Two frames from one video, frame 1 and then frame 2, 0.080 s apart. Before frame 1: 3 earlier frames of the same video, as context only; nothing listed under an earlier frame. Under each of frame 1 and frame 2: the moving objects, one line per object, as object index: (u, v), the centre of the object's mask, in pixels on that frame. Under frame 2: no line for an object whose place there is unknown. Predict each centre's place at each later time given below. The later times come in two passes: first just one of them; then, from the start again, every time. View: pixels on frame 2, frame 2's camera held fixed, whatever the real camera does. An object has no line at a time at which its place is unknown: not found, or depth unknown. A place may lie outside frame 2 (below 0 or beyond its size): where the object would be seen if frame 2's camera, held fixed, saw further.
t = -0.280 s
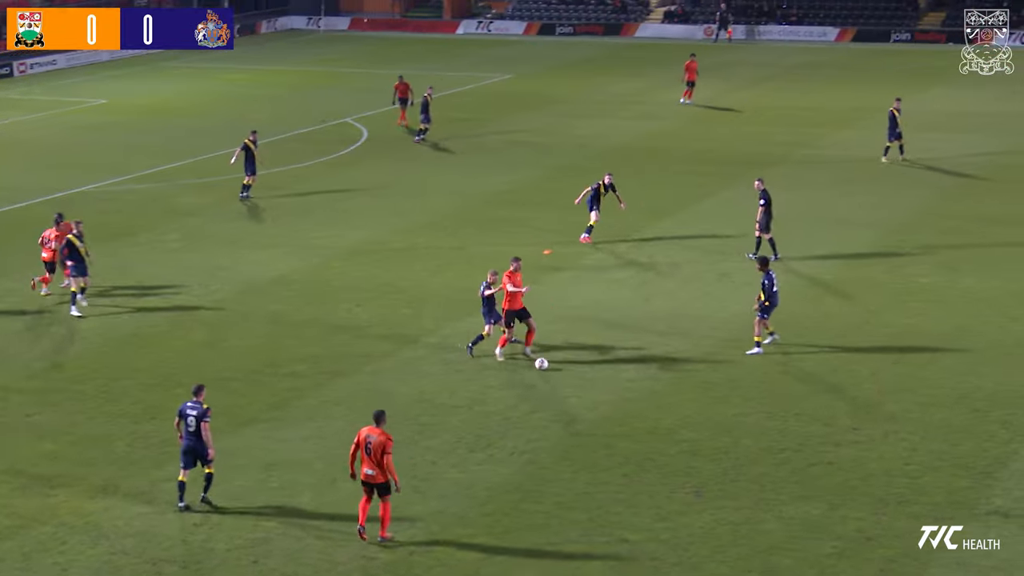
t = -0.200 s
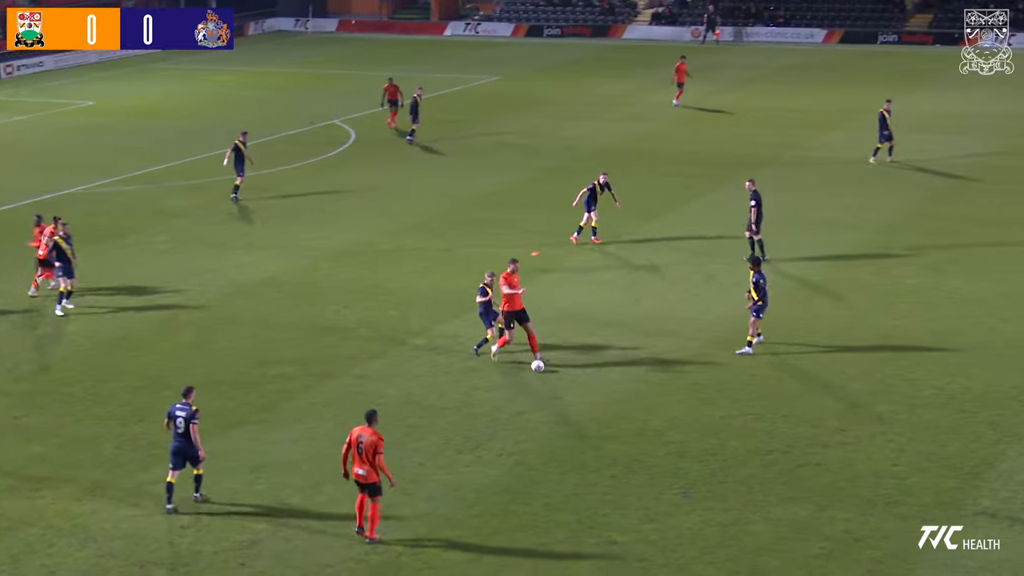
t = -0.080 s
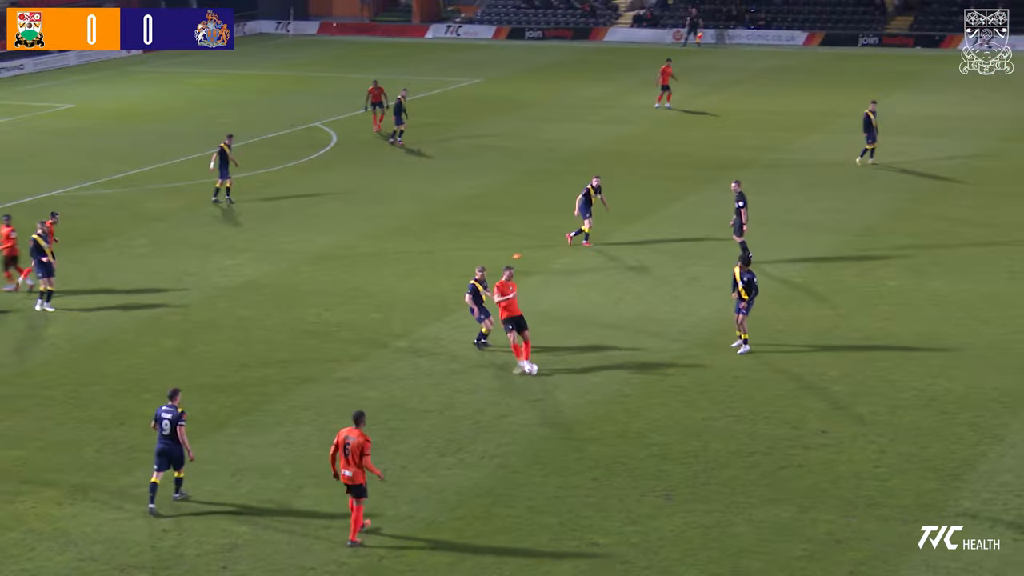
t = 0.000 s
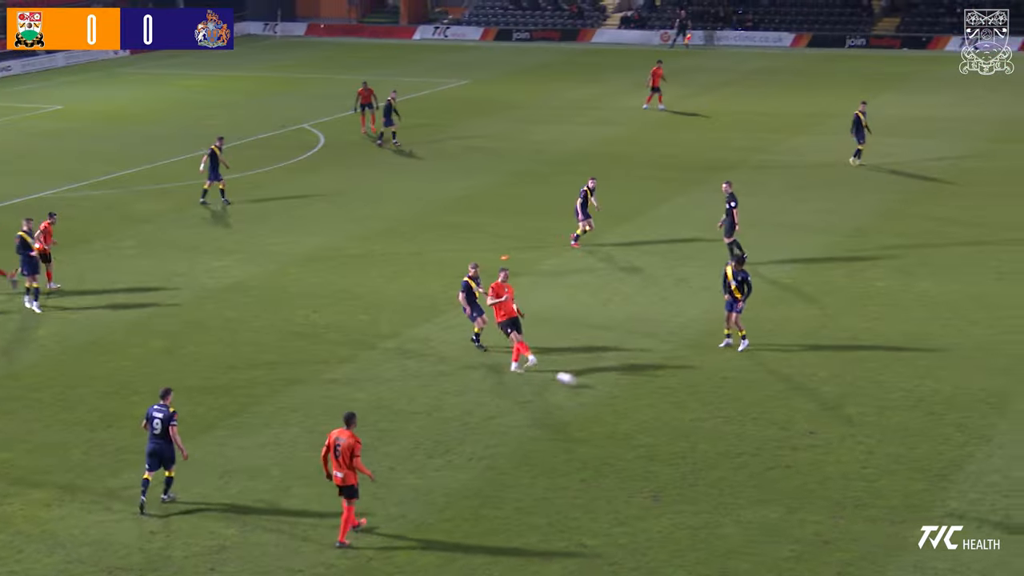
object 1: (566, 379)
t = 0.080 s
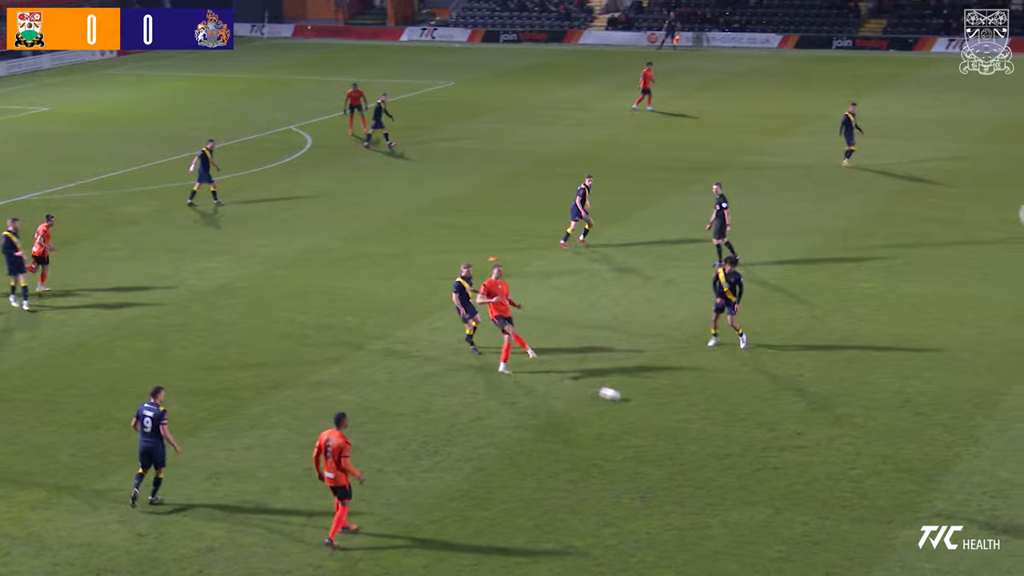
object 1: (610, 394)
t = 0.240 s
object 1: (723, 418)
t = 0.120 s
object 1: (637, 400)
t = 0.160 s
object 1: (666, 405)
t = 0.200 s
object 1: (695, 412)
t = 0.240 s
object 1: (723, 418)
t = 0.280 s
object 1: (750, 423)
